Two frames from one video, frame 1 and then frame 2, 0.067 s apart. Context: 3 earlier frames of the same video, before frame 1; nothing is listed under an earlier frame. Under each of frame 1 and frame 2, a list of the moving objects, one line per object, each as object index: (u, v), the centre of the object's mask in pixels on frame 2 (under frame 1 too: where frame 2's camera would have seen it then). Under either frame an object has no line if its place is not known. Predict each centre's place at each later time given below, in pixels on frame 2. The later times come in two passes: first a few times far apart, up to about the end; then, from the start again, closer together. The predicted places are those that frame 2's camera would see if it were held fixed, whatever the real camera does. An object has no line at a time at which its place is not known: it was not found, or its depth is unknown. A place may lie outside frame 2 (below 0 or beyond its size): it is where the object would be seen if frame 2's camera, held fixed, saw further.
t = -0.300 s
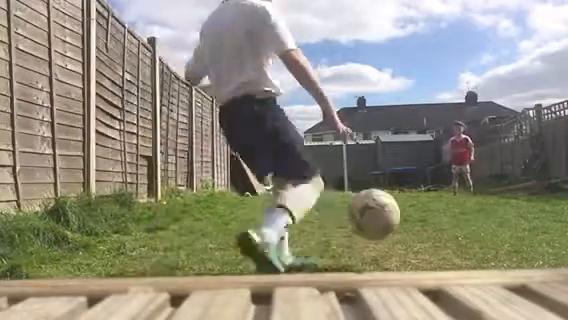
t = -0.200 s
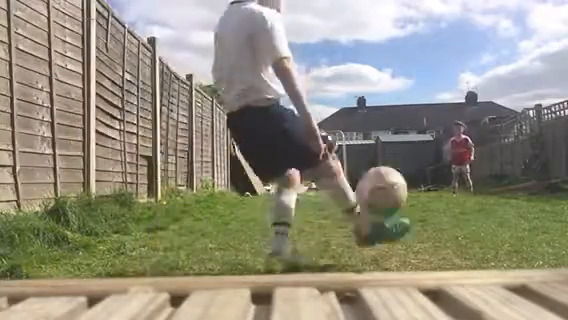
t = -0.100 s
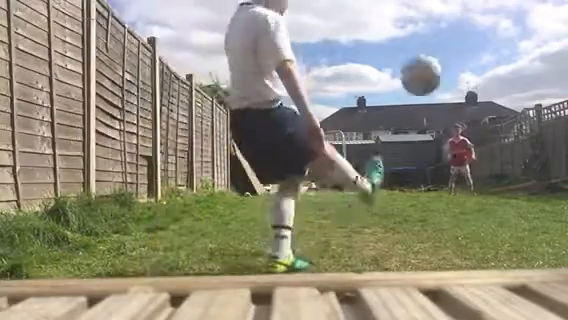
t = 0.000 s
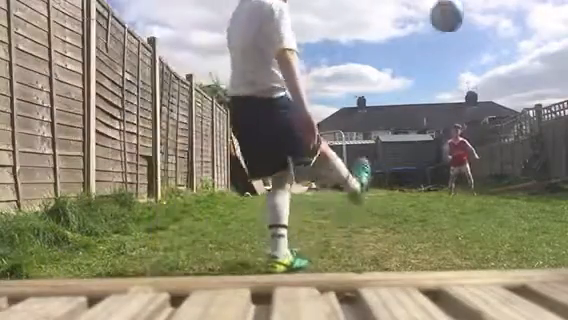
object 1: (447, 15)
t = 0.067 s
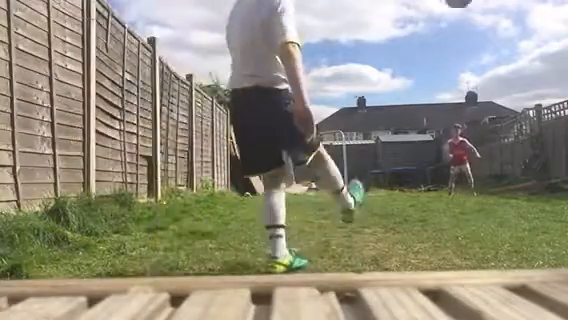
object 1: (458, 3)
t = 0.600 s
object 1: (509, 17)
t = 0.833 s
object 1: (521, 76)
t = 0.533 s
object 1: (505, 5)
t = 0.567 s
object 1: (507, 9)
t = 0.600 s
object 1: (509, 17)
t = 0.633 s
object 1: (511, 24)
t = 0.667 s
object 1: (513, 32)
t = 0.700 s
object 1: (514, 40)
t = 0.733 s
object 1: (516, 48)
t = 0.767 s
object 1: (518, 57)
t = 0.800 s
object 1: (519, 67)
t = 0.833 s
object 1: (521, 76)
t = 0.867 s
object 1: (522, 86)
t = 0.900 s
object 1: (524, 96)
